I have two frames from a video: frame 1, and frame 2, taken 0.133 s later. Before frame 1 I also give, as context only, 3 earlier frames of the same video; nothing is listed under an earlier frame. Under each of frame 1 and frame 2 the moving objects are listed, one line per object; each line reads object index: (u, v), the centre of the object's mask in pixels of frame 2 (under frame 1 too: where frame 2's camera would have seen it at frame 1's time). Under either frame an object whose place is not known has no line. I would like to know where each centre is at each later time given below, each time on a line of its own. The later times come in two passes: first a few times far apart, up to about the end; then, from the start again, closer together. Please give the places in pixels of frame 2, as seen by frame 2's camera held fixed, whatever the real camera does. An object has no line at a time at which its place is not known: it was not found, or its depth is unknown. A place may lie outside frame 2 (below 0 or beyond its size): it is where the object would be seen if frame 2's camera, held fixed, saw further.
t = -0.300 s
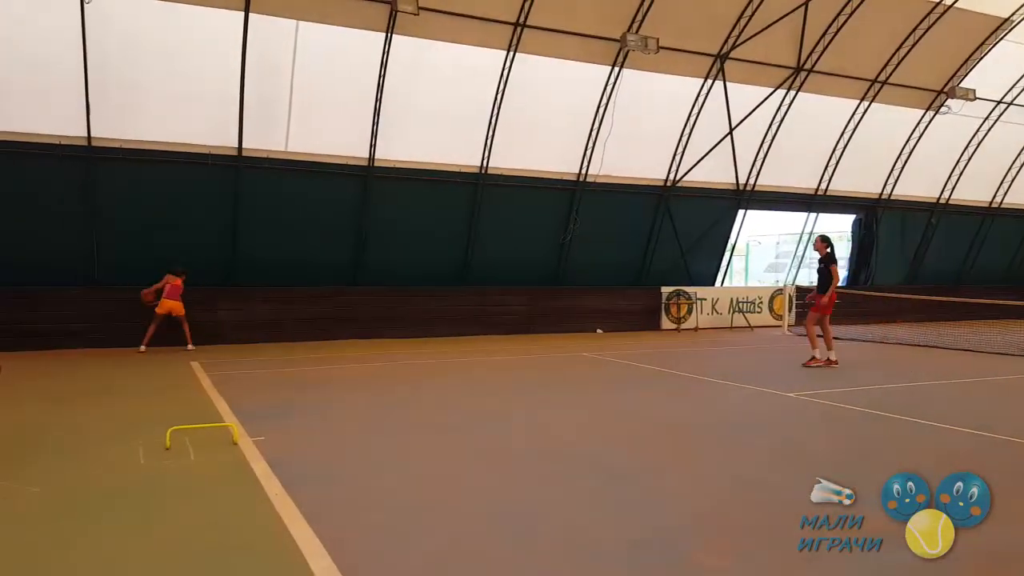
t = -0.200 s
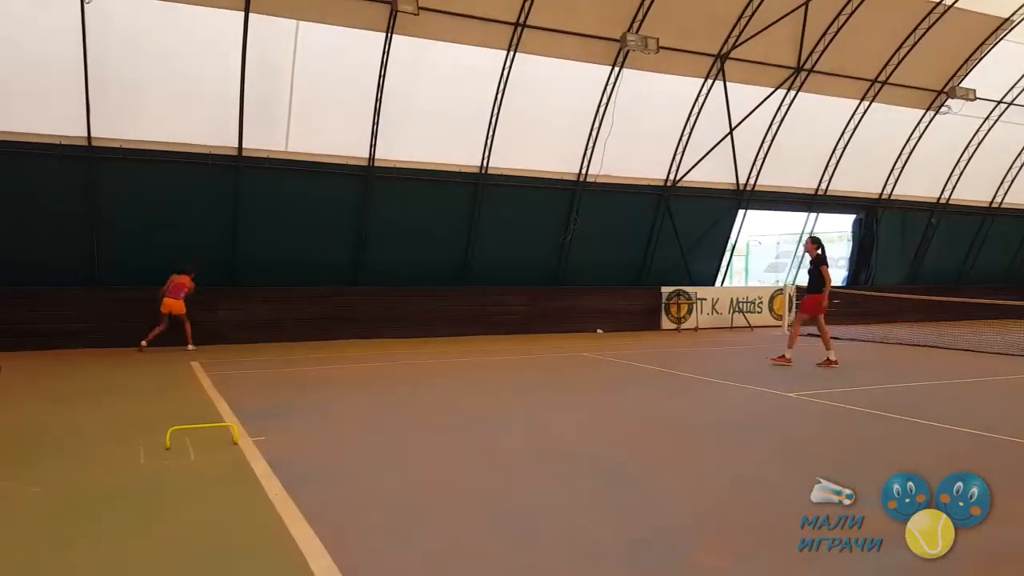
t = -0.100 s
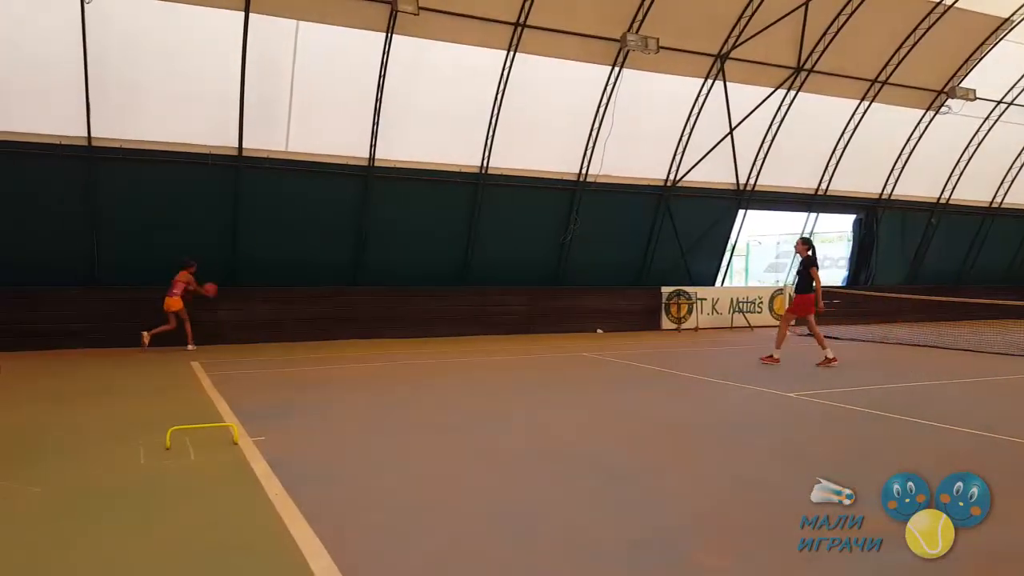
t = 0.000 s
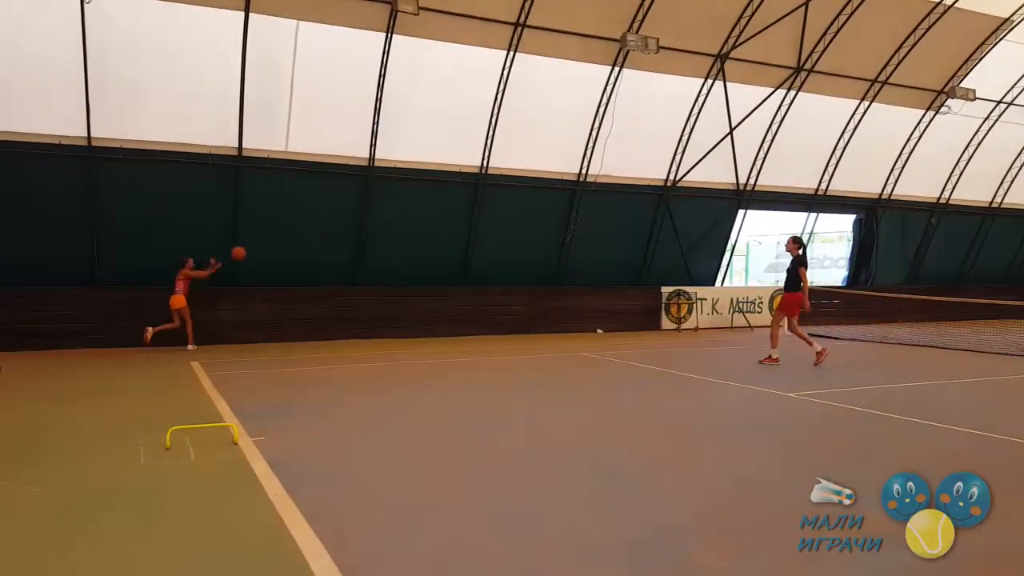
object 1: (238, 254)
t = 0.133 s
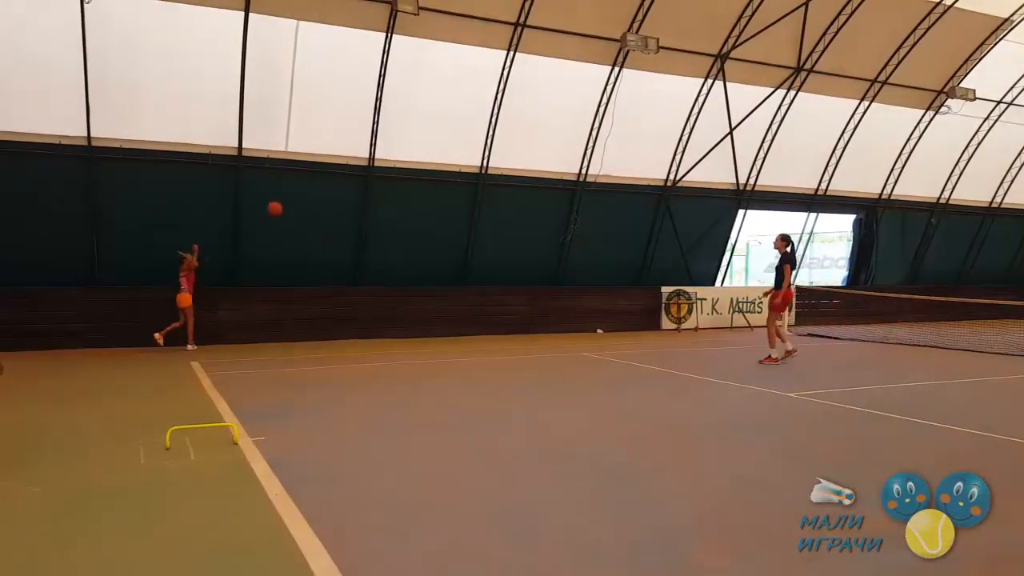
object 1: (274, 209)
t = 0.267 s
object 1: (313, 172)
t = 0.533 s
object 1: (399, 131)
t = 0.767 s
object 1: (485, 133)
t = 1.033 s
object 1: (599, 193)
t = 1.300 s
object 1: (732, 330)
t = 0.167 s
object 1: (284, 198)
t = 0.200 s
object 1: (293, 189)
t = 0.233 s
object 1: (303, 181)
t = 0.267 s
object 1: (313, 172)
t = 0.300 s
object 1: (324, 165)
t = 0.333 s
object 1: (333, 158)
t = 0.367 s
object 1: (344, 152)
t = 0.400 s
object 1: (354, 147)
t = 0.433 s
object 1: (365, 142)
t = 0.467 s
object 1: (376, 137)
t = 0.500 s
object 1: (387, 134)
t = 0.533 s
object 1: (399, 131)
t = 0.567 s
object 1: (410, 129)
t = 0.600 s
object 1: (422, 127)
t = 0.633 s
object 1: (434, 127)
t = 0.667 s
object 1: (447, 127)
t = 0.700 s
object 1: (459, 128)
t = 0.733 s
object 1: (472, 130)
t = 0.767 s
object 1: (485, 133)
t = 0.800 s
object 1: (498, 137)
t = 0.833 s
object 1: (512, 142)
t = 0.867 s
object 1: (526, 148)
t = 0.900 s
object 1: (540, 155)
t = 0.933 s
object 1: (554, 163)
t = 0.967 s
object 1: (568, 171)
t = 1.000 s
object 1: (584, 182)
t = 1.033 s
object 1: (599, 193)
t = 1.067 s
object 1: (614, 205)
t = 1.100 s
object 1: (631, 220)
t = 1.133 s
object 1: (652, 234)
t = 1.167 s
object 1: (668, 251)
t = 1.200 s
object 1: (685, 267)
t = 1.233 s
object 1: (702, 286)
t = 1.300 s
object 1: (732, 330)
